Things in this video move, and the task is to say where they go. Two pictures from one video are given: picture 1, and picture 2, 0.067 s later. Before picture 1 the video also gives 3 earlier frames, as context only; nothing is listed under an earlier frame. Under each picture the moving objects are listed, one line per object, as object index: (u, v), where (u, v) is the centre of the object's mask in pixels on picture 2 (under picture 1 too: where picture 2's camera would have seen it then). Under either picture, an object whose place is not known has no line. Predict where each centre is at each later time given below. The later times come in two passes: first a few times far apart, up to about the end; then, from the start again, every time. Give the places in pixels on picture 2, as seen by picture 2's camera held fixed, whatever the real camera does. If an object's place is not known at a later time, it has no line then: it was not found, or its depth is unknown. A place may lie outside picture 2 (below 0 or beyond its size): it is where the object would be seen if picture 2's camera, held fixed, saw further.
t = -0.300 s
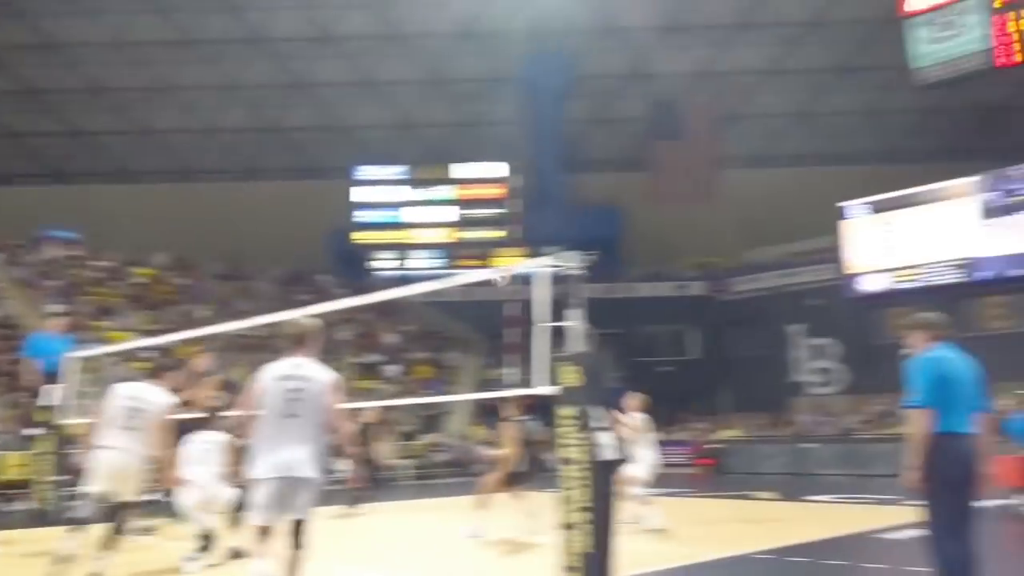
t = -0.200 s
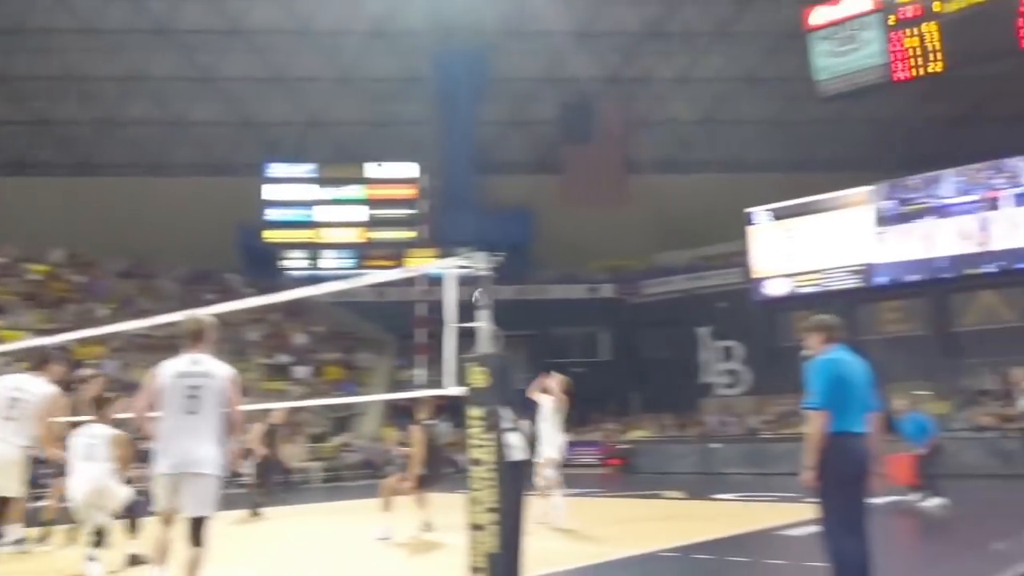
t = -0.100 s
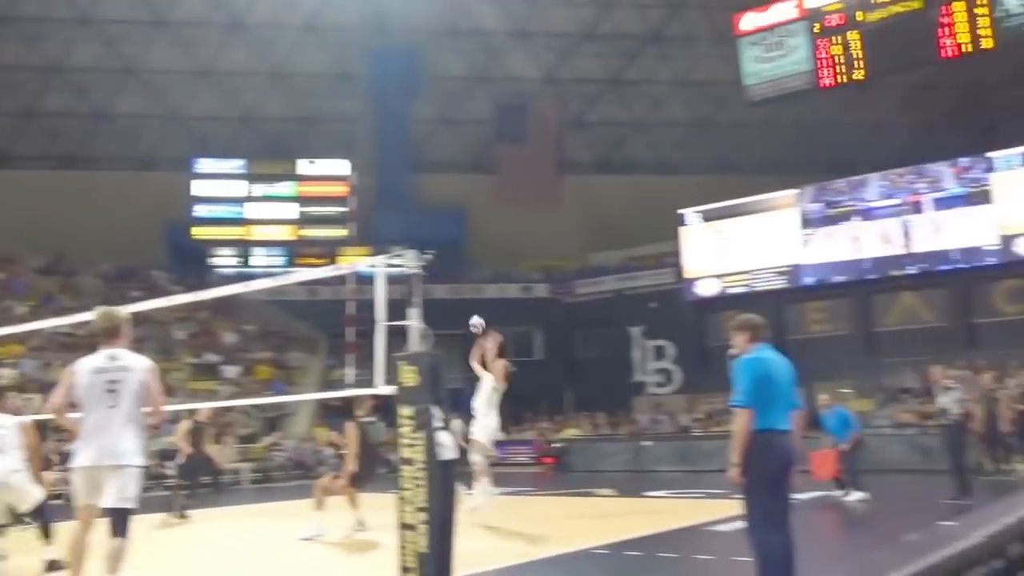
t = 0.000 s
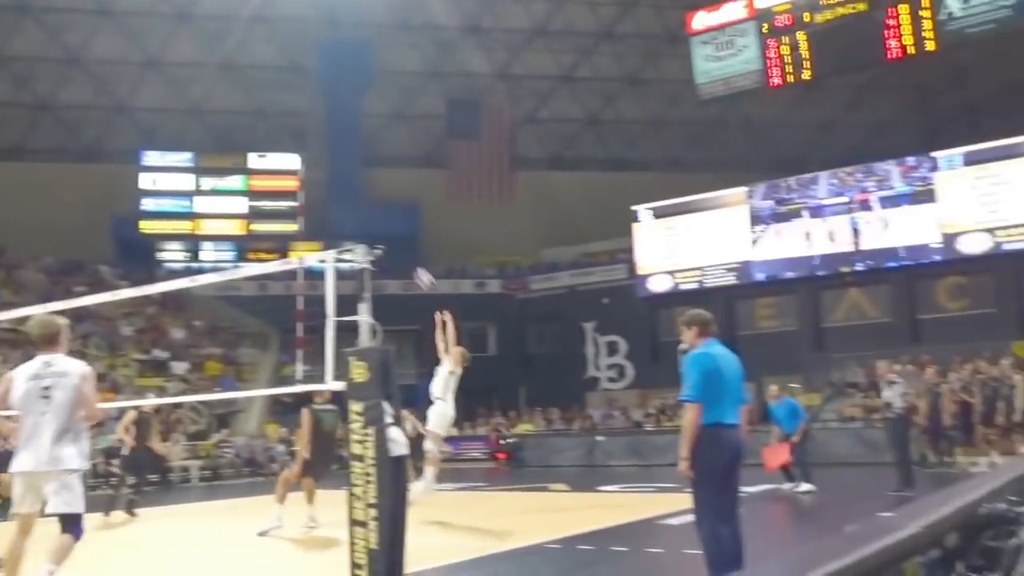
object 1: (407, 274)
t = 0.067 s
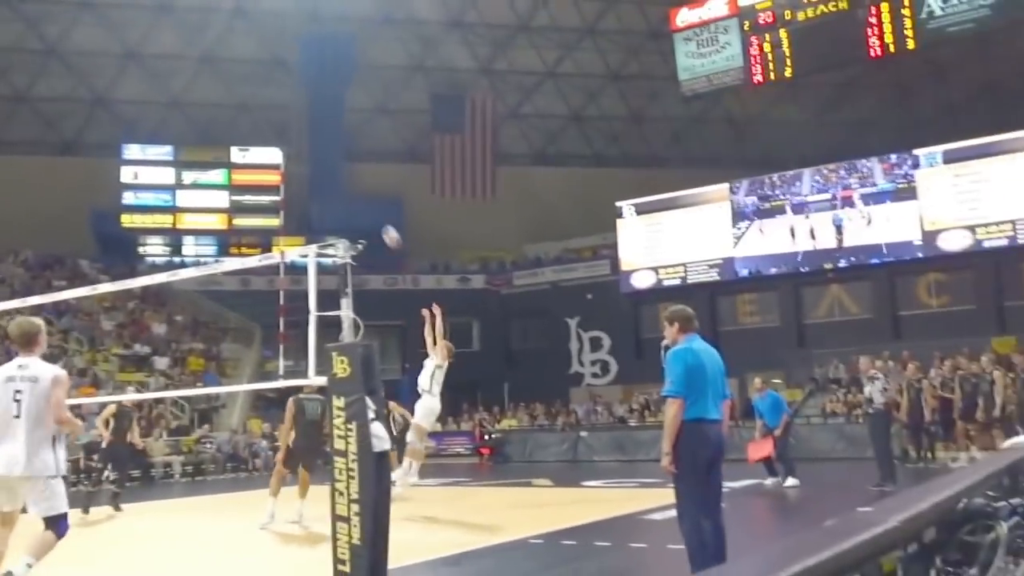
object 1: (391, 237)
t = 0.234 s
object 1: (352, 157)
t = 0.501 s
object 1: (292, 75)
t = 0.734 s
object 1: (242, 46)
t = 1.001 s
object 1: (183, 59)
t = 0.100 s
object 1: (383, 219)
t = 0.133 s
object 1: (375, 202)
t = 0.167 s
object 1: (366, 186)
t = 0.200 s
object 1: (359, 171)
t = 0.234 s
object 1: (352, 157)
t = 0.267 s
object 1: (344, 144)
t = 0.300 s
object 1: (336, 132)
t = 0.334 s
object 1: (329, 120)
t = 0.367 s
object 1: (322, 110)
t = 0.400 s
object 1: (314, 100)
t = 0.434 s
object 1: (307, 91)
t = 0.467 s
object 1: (299, 83)
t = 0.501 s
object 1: (292, 75)
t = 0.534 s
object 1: (285, 69)
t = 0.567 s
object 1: (277, 63)
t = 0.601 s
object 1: (270, 58)
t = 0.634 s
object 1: (262, 54)
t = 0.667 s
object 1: (256, 50)
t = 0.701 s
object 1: (249, 47)
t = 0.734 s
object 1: (242, 46)
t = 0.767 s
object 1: (235, 45)
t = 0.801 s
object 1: (227, 45)
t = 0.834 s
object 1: (219, 45)
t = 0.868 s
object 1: (212, 46)
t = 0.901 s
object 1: (206, 49)
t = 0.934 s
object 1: (198, 51)
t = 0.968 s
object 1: (190, 55)
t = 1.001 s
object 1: (183, 59)
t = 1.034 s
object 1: (176, 65)
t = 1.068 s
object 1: (168, 71)
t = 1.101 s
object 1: (161, 78)
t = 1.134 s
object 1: (153, 86)
